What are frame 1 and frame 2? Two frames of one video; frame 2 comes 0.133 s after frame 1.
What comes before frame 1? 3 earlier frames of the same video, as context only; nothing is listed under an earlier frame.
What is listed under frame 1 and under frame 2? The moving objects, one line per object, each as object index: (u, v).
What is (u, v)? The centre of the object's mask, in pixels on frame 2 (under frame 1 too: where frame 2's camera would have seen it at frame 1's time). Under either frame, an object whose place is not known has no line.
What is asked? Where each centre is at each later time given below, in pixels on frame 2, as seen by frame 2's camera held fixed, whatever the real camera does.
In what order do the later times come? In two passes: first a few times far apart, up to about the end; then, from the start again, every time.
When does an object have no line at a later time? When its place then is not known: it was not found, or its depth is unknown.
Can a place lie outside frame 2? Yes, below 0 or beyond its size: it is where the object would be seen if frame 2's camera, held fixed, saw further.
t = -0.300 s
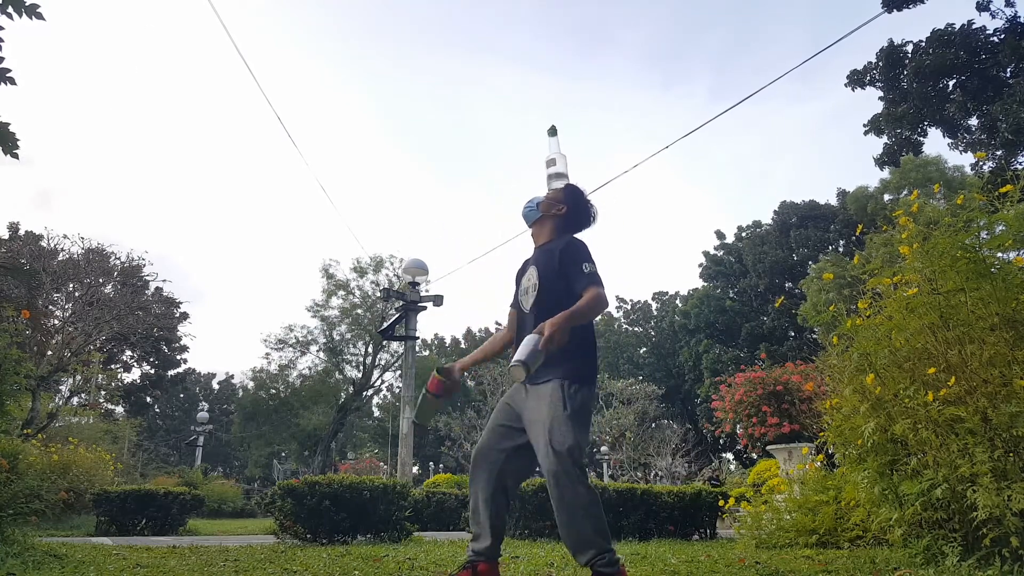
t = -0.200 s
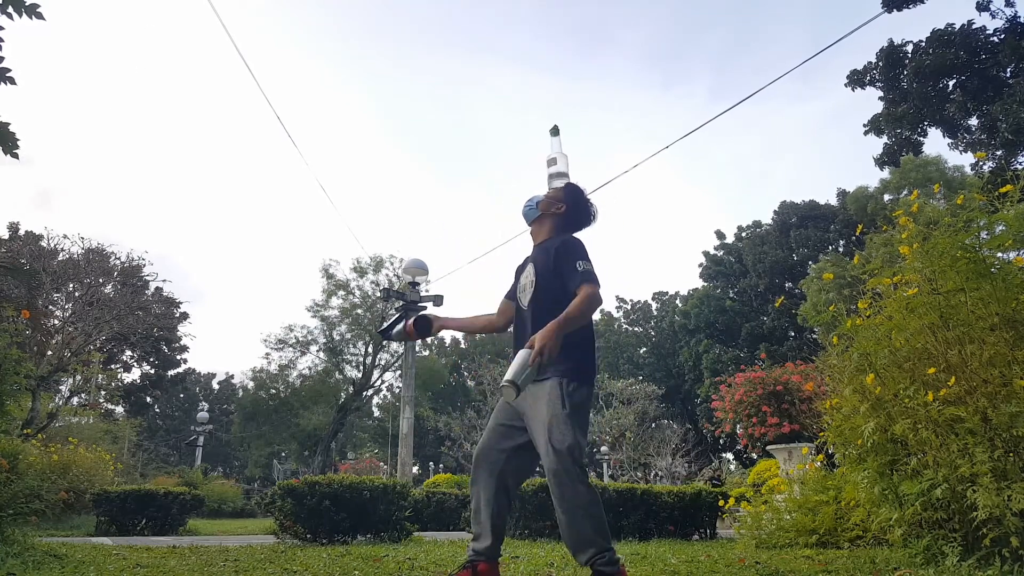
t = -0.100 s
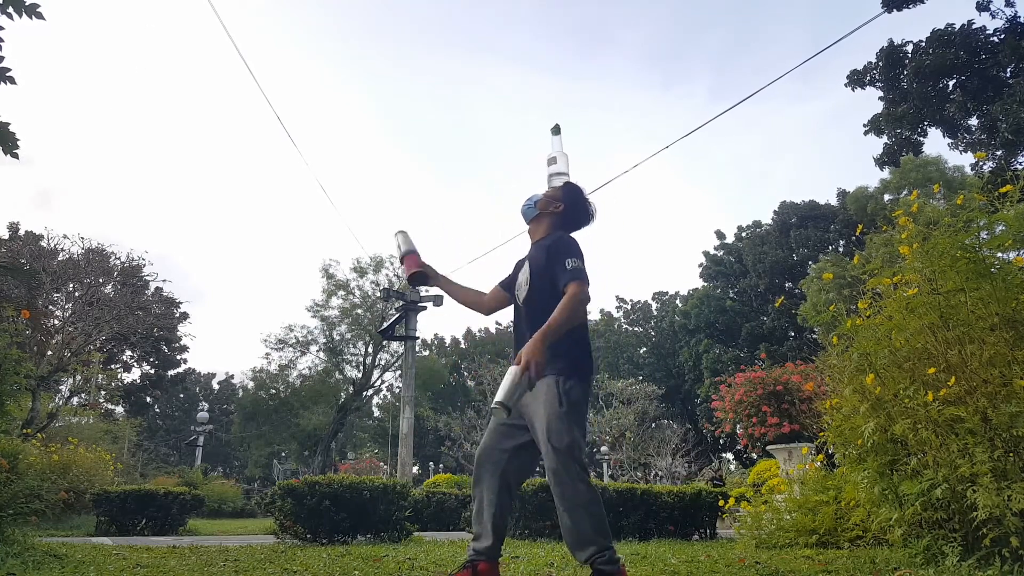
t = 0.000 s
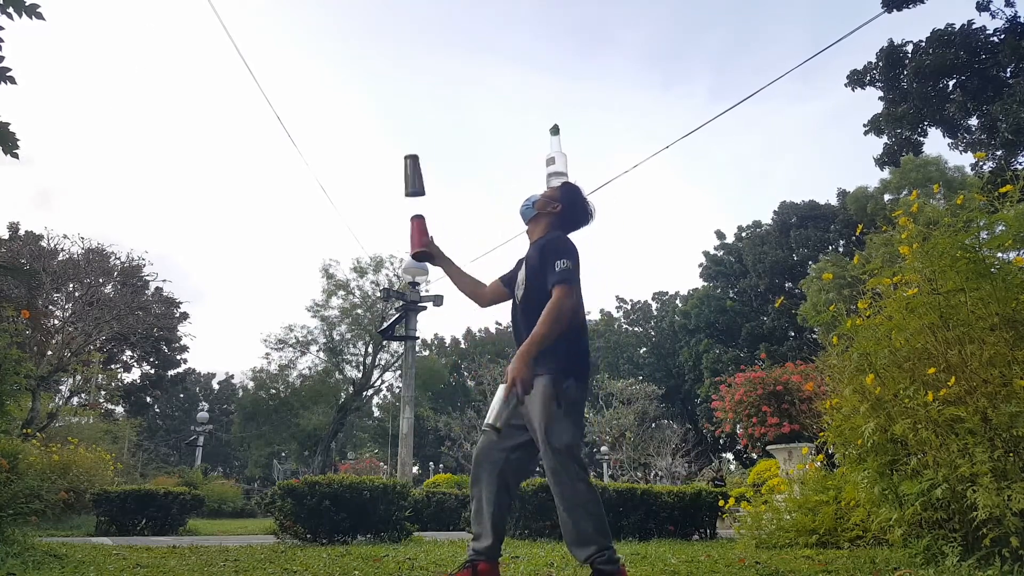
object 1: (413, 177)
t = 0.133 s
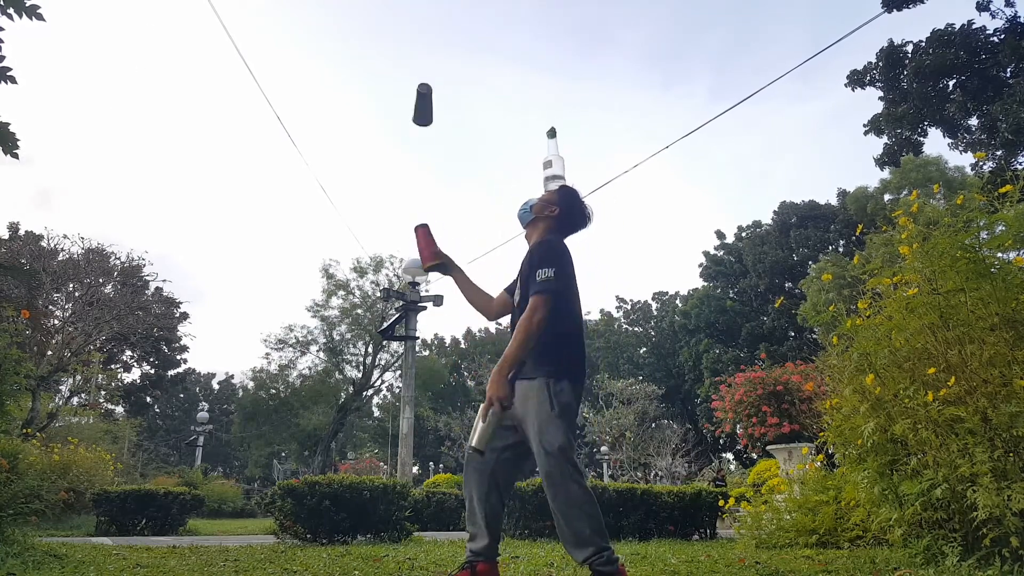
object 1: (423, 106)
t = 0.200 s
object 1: (428, 80)
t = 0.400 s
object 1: (446, 49)
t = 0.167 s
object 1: (426, 92)
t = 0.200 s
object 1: (428, 80)
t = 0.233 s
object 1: (431, 70)
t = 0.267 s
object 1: (433, 59)
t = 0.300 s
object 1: (437, 53)
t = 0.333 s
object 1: (440, 49)
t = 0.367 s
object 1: (443, 48)
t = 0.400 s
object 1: (446, 49)
